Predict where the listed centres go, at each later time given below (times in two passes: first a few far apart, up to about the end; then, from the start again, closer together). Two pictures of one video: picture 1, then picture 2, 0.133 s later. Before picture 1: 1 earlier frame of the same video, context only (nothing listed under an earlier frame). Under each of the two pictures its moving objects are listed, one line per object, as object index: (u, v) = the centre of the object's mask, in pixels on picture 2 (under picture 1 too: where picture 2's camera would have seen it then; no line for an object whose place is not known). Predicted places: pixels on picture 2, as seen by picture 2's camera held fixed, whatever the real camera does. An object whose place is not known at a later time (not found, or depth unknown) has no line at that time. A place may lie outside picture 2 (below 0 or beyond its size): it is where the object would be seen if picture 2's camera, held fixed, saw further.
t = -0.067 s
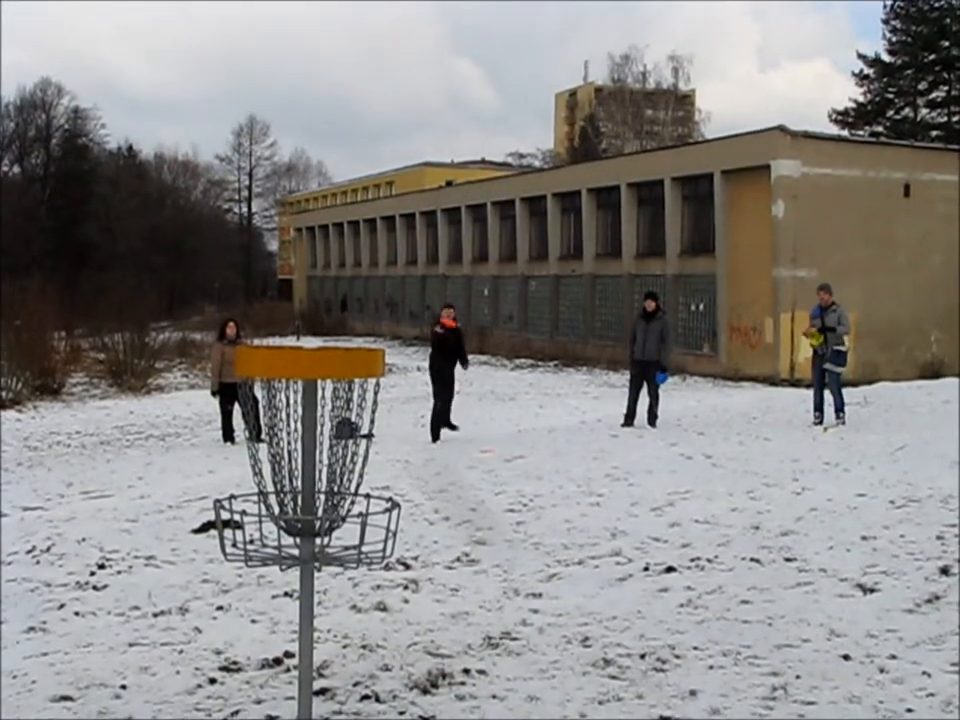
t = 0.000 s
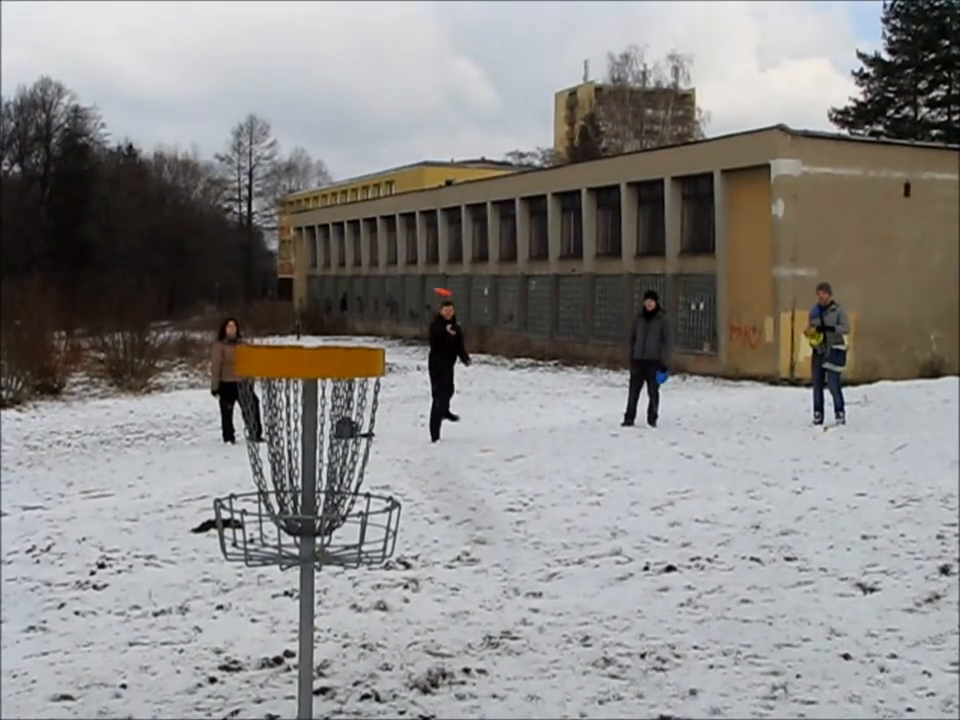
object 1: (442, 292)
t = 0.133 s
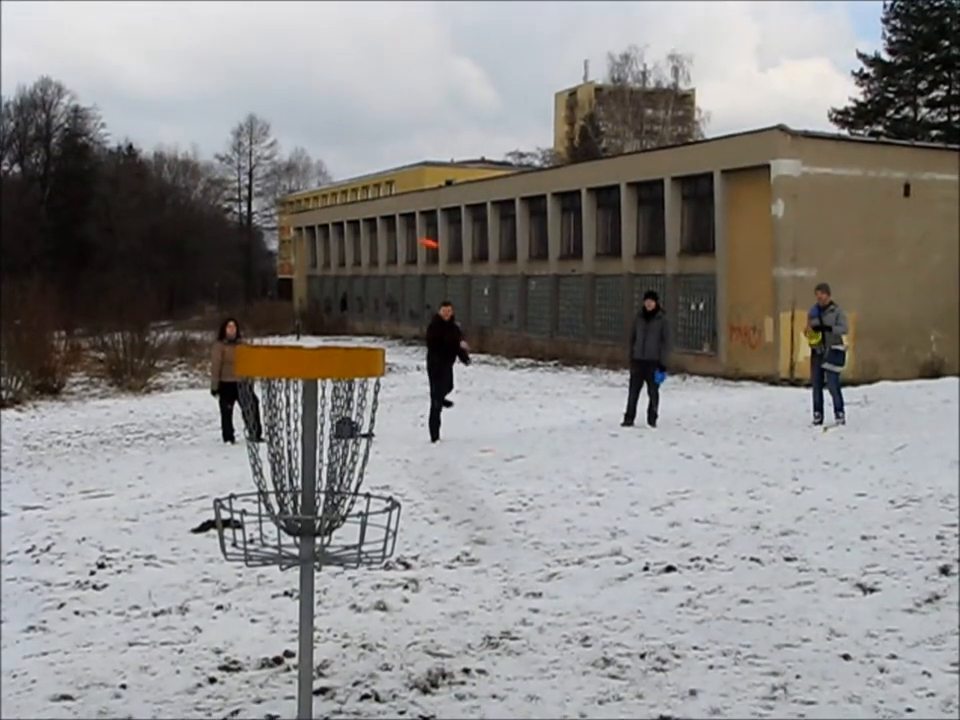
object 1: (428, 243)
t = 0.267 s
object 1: (412, 206)
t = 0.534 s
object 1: (376, 161)
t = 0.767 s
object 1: (352, 143)
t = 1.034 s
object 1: (354, 155)
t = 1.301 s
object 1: (408, 238)
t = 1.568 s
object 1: (557, 443)
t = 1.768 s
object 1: (758, 714)
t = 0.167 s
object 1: (424, 233)
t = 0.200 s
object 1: (420, 223)
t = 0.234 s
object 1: (416, 214)
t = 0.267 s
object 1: (412, 206)
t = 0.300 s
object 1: (407, 199)
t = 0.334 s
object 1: (402, 191)
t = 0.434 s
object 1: (389, 174)
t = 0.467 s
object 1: (385, 169)
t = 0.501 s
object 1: (380, 164)
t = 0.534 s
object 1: (376, 161)
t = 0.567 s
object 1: (372, 157)
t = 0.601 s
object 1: (368, 154)
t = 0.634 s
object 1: (364, 151)
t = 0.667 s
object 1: (361, 148)
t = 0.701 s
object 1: (358, 146)
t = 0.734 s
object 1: (355, 144)
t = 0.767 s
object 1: (352, 143)
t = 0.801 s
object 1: (351, 143)
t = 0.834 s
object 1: (349, 142)
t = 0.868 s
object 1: (348, 143)
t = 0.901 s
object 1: (348, 144)
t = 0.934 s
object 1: (348, 145)
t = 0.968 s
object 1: (350, 148)
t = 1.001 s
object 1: (352, 151)
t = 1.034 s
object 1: (354, 155)
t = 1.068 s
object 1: (357, 161)
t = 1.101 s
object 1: (361, 167)
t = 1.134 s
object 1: (366, 176)
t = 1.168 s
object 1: (372, 186)
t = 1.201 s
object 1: (380, 196)
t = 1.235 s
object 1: (388, 209)
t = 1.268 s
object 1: (398, 222)
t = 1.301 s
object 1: (408, 238)
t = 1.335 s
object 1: (420, 255)
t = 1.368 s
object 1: (435, 275)
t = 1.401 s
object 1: (450, 296)
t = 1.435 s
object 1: (467, 321)
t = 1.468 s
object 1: (486, 346)
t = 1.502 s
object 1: (508, 376)
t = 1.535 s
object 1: (531, 408)
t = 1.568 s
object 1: (557, 443)
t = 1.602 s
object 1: (585, 482)
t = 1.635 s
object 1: (615, 523)
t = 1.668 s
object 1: (648, 569)
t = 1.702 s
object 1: (684, 618)
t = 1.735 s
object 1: (723, 671)
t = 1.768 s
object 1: (758, 714)
